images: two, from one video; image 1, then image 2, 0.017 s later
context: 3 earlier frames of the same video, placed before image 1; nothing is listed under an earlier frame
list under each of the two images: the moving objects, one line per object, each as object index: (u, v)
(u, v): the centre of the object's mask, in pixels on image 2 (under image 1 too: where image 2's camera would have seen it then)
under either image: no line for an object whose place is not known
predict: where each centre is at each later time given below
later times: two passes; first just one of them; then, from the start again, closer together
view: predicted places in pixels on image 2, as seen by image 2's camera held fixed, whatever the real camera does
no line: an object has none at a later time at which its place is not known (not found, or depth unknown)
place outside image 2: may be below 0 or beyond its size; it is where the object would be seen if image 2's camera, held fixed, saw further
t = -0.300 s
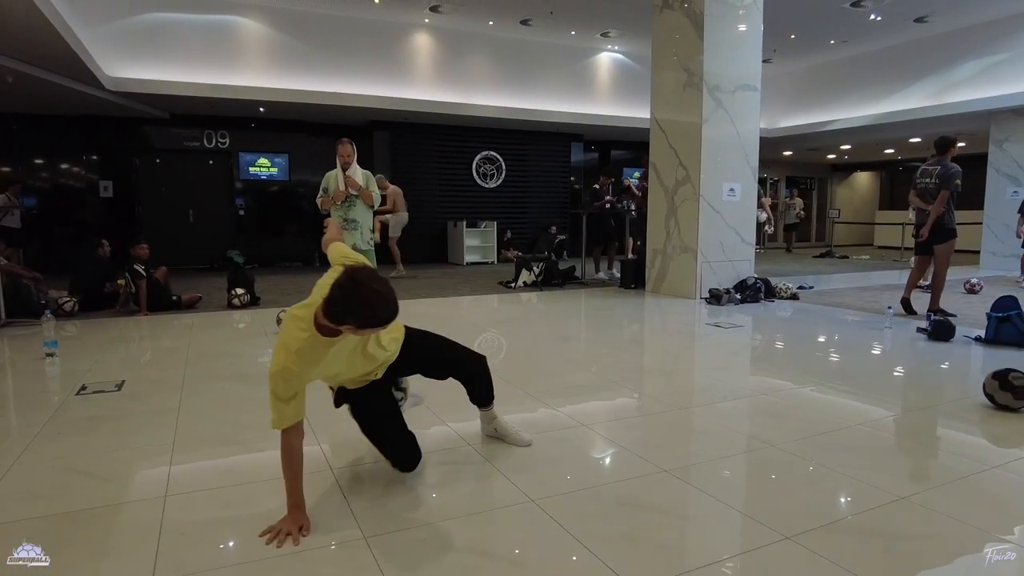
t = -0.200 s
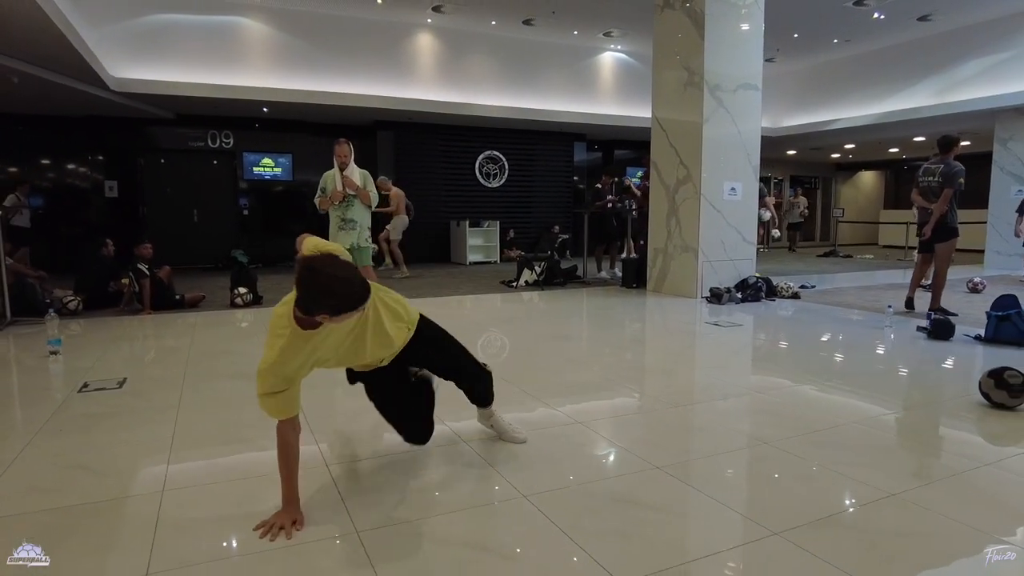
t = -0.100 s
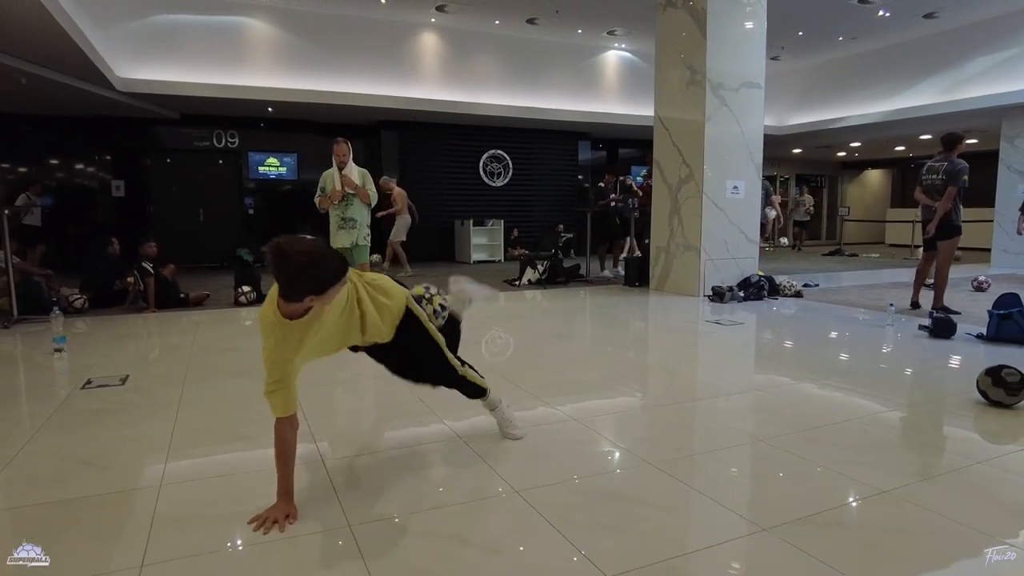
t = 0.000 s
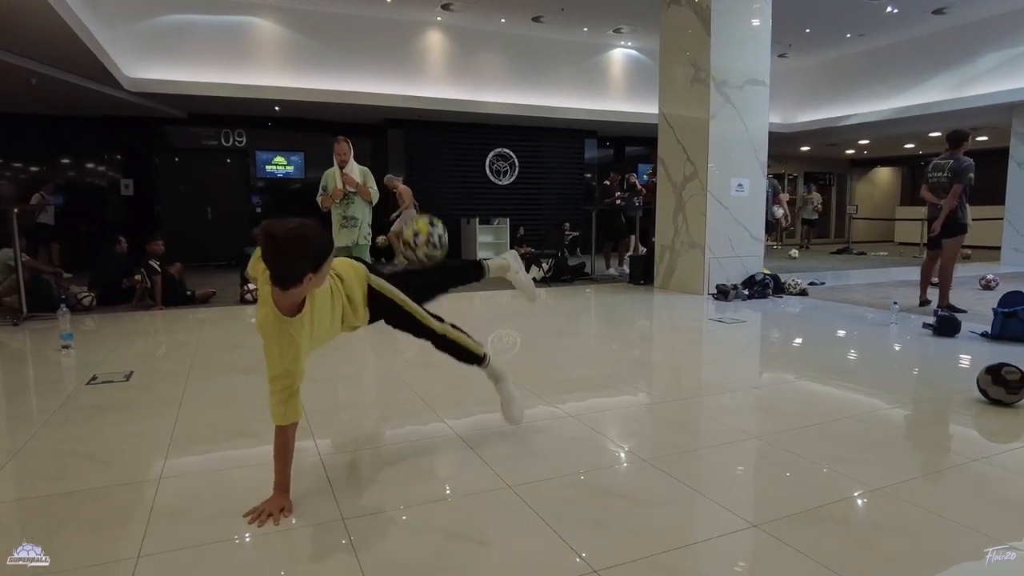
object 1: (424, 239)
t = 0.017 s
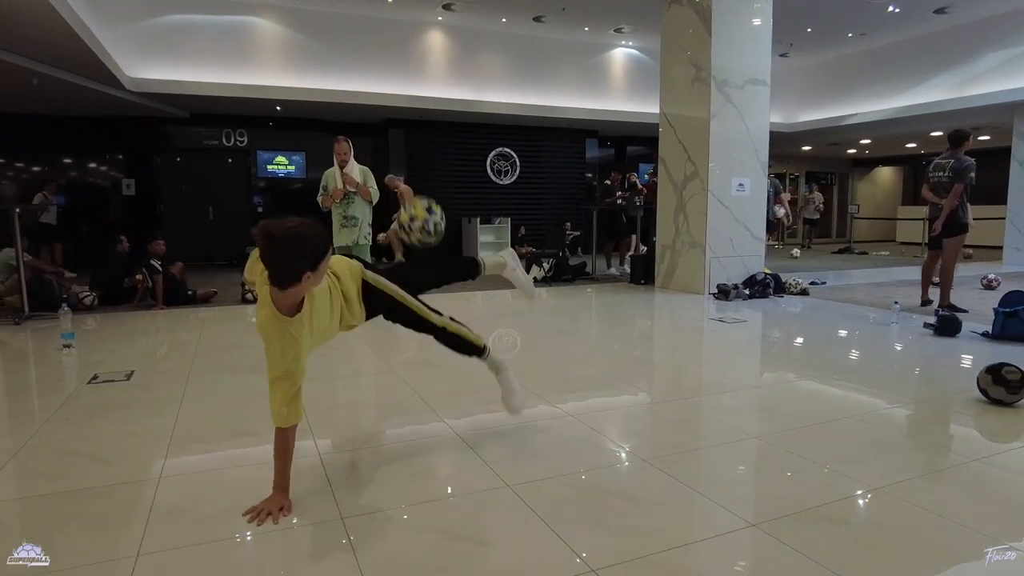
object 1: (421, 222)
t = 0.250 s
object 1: (363, 50)
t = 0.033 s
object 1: (418, 206)
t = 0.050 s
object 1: (414, 189)
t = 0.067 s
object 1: (410, 173)
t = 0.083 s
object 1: (407, 159)
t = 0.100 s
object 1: (403, 146)
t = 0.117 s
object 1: (399, 132)
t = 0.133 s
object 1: (393, 120)
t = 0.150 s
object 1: (389, 108)
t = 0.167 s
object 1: (386, 97)
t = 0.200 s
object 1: (375, 75)
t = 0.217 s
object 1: (371, 65)
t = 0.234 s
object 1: (367, 57)
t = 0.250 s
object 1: (363, 50)
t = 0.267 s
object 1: (359, 42)
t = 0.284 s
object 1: (356, 35)
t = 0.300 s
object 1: (354, 28)
